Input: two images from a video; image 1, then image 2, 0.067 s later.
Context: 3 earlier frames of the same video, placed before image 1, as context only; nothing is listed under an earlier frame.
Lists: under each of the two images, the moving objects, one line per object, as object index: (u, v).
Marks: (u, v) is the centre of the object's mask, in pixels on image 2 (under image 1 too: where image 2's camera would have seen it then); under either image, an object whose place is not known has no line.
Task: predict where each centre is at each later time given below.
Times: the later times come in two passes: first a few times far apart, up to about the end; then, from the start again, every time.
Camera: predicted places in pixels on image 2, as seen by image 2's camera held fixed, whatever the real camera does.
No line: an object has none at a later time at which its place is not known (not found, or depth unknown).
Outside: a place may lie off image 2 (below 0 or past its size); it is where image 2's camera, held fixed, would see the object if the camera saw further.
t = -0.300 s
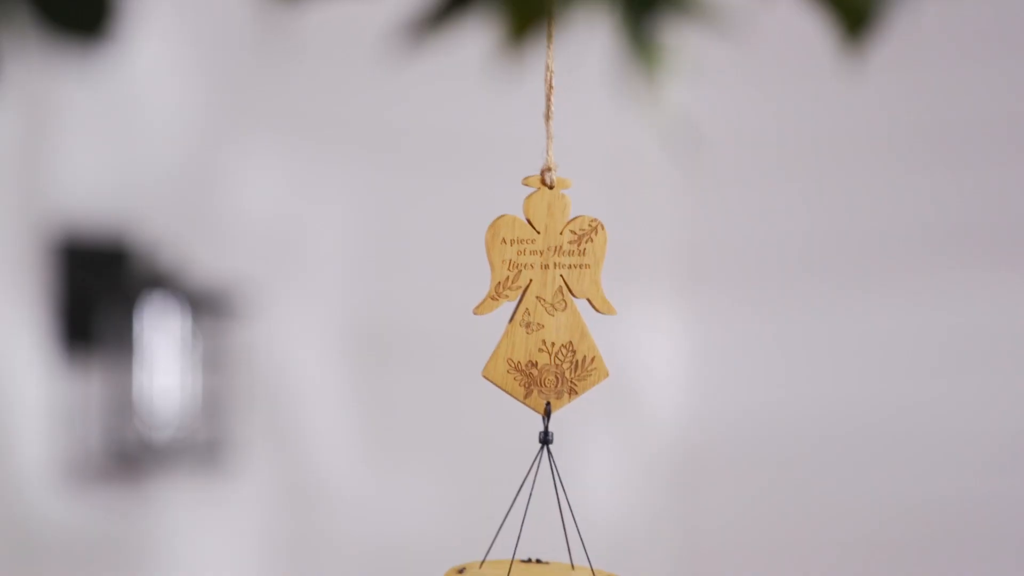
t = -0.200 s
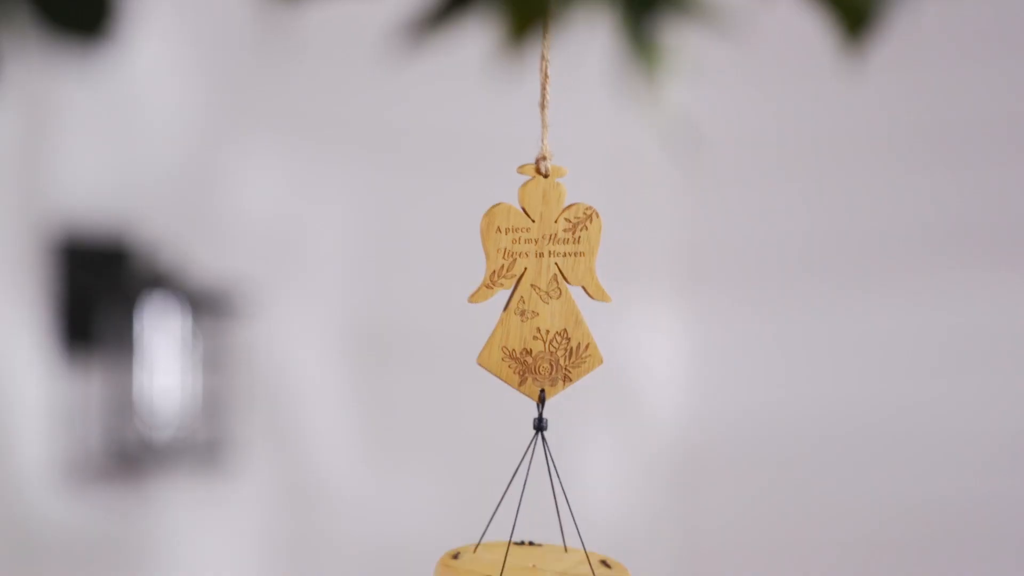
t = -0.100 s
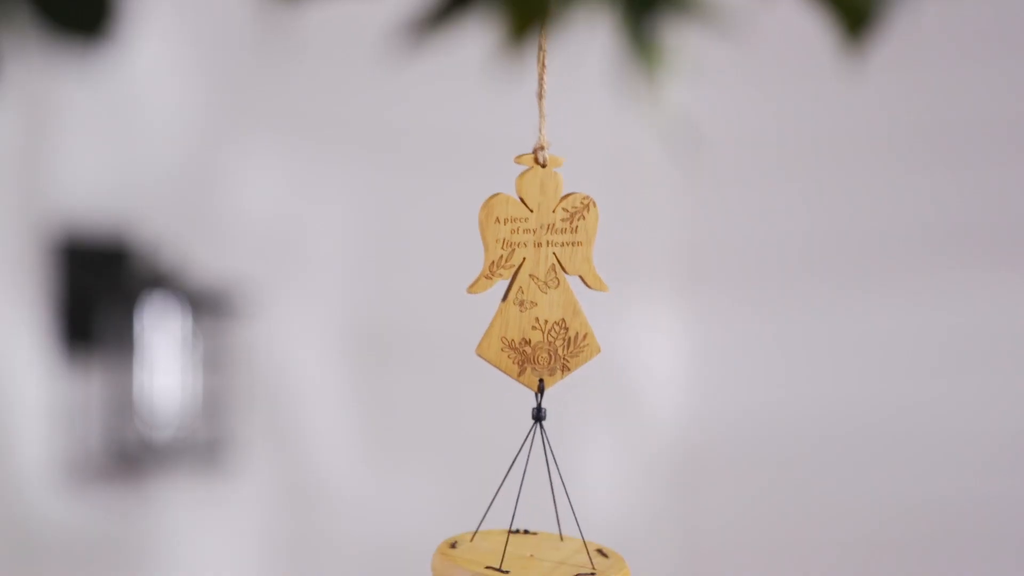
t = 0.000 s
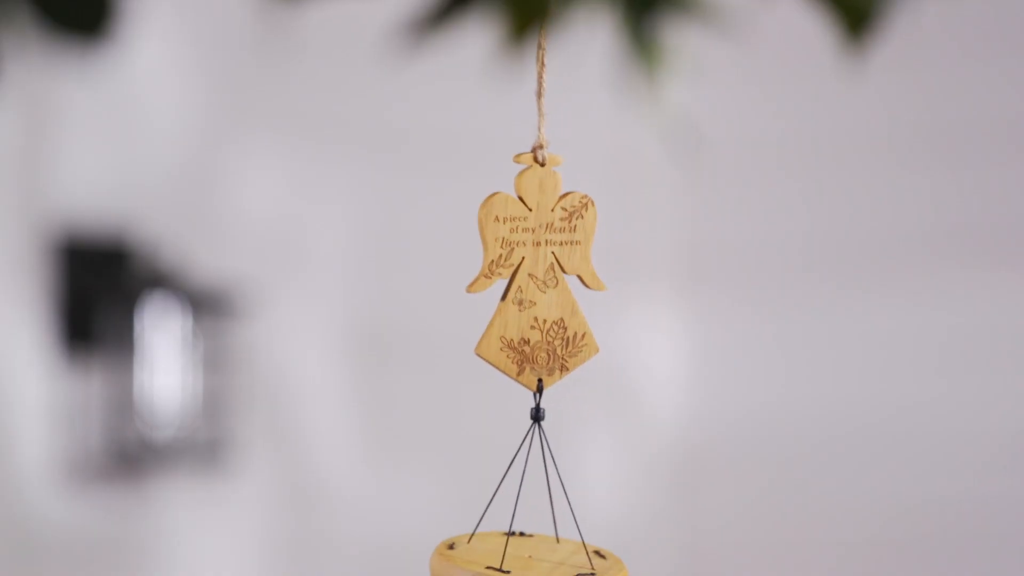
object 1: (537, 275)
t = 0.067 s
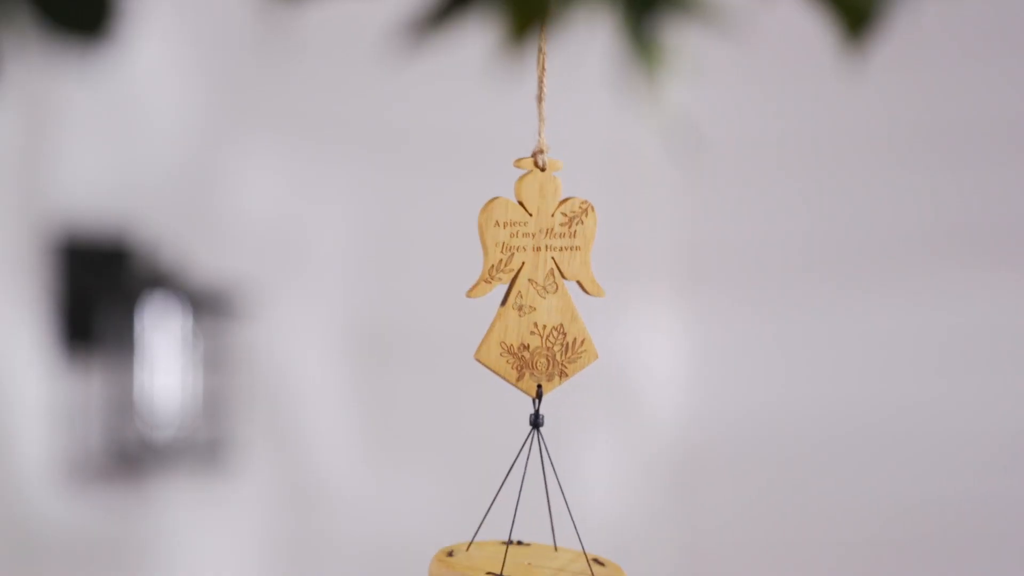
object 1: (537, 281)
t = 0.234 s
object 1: (539, 301)
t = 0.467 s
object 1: (554, 286)
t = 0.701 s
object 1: (563, 255)
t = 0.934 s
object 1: (573, 274)
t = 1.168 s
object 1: (563, 286)
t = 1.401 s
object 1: (549, 288)
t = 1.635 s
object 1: (540, 294)
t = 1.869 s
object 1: (540, 287)
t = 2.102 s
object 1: (550, 290)
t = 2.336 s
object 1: (564, 283)
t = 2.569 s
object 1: (567, 257)
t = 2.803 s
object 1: (562, 278)
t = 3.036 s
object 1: (557, 299)
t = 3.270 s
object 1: (545, 282)
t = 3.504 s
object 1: (545, 289)
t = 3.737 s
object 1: (550, 298)
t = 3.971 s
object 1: (557, 280)
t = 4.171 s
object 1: (563, 273)
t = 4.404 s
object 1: (563, 273)
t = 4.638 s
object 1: (558, 279)
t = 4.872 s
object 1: (548, 298)
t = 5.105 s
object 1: (550, 291)
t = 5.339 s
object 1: (550, 284)
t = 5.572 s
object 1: (560, 299)
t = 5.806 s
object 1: (562, 282)
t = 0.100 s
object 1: (537, 285)
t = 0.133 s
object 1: (537, 289)
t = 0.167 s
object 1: (537, 294)
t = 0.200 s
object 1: (538, 297)
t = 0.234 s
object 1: (539, 301)
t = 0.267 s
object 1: (541, 303)
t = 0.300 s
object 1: (543, 303)
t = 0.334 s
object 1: (545, 302)
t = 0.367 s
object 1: (548, 300)
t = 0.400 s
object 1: (550, 296)
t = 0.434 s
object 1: (552, 291)
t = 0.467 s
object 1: (554, 286)
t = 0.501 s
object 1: (555, 280)
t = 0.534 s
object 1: (557, 274)
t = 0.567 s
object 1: (558, 268)
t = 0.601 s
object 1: (559, 263)
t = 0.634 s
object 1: (561, 259)
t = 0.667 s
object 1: (562, 257)
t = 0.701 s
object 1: (563, 255)
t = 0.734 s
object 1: (565, 256)
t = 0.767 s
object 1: (567, 257)
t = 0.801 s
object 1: (568, 259)
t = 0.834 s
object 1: (570, 263)
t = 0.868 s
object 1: (572, 266)
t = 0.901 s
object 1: (573, 270)
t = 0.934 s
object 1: (573, 274)
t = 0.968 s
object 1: (573, 278)
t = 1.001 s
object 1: (572, 280)
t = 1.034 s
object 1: (571, 282)
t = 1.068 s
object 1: (570, 284)
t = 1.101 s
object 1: (568, 286)
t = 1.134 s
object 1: (566, 286)
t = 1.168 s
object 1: (563, 286)
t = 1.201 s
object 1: (560, 287)
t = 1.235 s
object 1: (558, 286)
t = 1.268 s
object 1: (556, 286)
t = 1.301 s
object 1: (554, 286)
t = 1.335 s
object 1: (553, 287)
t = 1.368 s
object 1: (551, 287)
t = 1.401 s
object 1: (549, 288)
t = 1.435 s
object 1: (546, 289)
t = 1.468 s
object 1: (544, 290)
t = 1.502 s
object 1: (543, 291)
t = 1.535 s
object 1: (541, 292)
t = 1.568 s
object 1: (541, 293)
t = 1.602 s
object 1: (540, 294)
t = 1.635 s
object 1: (540, 294)
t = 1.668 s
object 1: (539, 293)
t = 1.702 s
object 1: (539, 292)
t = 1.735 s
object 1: (539, 291)
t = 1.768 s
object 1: (540, 290)
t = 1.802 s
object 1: (540, 289)
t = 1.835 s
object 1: (540, 287)
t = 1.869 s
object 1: (540, 287)
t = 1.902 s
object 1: (540, 286)
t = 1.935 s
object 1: (540, 286)
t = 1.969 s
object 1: (541, 286)
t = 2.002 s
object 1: (542, 287)
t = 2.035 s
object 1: (545, 288)
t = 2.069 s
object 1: (547, 289)
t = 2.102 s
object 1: (550, 290)
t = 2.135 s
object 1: (553, 291)
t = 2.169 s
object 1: (556, 291)
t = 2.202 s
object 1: (559, 291)
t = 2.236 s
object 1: (561, 290)
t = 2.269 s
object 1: (562, 289)
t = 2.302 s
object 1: (563, 286)
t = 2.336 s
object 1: (564, 283)
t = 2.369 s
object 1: (564, 279)
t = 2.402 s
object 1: (564, 274)
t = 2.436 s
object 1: (565, 270)
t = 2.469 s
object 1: (565, 266)
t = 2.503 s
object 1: (565, 262)
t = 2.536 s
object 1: (566, 259)
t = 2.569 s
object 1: (567, 257)
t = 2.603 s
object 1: (566, 257)
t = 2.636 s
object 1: (566, 257)
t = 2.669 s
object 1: (565, 260)
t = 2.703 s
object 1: (565, 263)
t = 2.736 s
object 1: (564, 268)
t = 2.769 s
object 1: (562, 273)
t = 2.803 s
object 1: (562, 278)
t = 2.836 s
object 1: (562, 283)
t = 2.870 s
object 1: (562, 288)
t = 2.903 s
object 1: (561, 293)
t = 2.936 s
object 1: (561, 296)
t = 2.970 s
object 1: (560, 299)
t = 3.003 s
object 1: (558, 300)
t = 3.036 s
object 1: (557, 299)
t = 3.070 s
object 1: (555, 298)
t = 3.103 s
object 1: (553, 296)
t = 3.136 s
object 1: (550, 293)
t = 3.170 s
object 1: (548, 290)
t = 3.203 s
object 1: (546, 287)
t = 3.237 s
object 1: (545, 285)
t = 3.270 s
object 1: (545, 282)
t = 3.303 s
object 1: (545, 281)
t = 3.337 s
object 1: (546, 280)
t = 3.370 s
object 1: (546, 281)
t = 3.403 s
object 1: (546, 282)
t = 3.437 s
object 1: (546, 284)
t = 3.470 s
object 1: (545, 287)
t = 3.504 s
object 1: (545, 289)
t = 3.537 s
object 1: (545, 292)
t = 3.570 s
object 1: (545, 295)
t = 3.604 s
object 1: (545, 297)
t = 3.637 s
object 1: (546, 299)
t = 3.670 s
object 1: (547, 300)
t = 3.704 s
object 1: (548, 299)
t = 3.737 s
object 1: (550, 298)
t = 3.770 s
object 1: (551, 297)
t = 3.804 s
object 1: (553, 294)
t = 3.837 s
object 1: (554, 292)
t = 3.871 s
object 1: (555, 288)
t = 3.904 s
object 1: (556, 286)
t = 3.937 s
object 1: (556, 283)
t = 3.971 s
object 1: (557, 280)
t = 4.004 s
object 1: (557, 278)
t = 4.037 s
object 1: (558, 276)
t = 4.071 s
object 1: (559, 275)
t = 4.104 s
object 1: (560, 274)
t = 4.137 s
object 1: (562, 274)
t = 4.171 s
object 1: (563, 273)
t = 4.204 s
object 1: (564, 274)
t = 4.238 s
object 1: (565, 274)
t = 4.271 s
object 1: (566, 274)
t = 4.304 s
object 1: (566, 274)
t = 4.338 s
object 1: (565, 274)
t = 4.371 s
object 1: (564, 274)
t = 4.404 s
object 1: (563, 273)
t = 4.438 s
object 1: (561, 273)
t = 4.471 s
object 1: (560, 273)
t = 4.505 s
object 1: (559, 273)
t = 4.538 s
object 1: (559, 274)
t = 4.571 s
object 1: (559, 275)
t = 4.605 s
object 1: (558, 276)
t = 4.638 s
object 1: (558, 279)
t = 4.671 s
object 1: (557, 281)
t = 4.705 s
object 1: (556, 284)
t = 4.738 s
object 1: (554, 287)
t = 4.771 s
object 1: (552, 290)
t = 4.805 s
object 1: (551, 293)
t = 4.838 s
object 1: (549, 296)
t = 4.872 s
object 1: (548, 298)
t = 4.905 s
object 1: (548, 299)
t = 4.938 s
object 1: (548, 299)
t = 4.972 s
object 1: (548, 299)
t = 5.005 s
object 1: (549, 297)
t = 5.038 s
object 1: (549, 296)
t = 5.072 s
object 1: (550, 293)
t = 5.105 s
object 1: (550, 291)
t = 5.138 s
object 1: (550, 288)
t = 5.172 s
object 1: (549, 286)
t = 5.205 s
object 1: (548, 284)
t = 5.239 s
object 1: (548, 283)
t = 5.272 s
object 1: (549, 283)
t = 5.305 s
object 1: (549, 283)
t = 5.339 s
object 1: (550, 284)
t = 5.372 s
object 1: (551, 286)
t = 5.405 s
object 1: (553, 288)
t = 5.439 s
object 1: (555, 291)
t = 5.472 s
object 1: (557, 293)
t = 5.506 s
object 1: (558, 296)
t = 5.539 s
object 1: (560, 298)
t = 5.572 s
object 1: (560, 299)
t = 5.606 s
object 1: (561, 299)
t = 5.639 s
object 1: (560, 299)
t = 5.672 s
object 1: (560, 297)
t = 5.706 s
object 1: (560, 294)
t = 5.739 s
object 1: (561, 291)
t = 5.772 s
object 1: (561, 287)
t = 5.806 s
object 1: (562, 282)
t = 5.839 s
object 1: (562, 278)
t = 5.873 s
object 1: (563, 274)
